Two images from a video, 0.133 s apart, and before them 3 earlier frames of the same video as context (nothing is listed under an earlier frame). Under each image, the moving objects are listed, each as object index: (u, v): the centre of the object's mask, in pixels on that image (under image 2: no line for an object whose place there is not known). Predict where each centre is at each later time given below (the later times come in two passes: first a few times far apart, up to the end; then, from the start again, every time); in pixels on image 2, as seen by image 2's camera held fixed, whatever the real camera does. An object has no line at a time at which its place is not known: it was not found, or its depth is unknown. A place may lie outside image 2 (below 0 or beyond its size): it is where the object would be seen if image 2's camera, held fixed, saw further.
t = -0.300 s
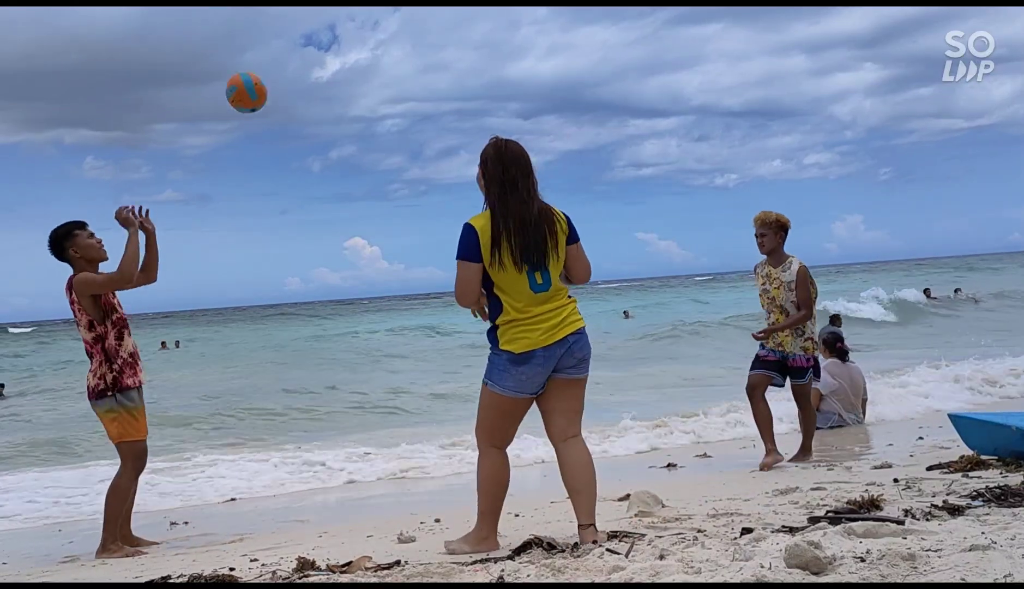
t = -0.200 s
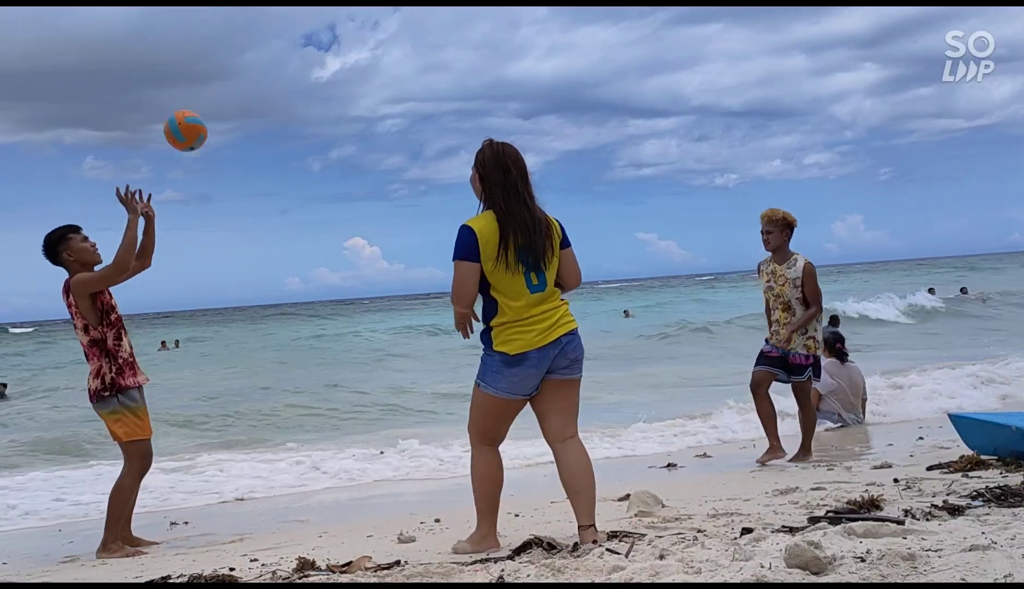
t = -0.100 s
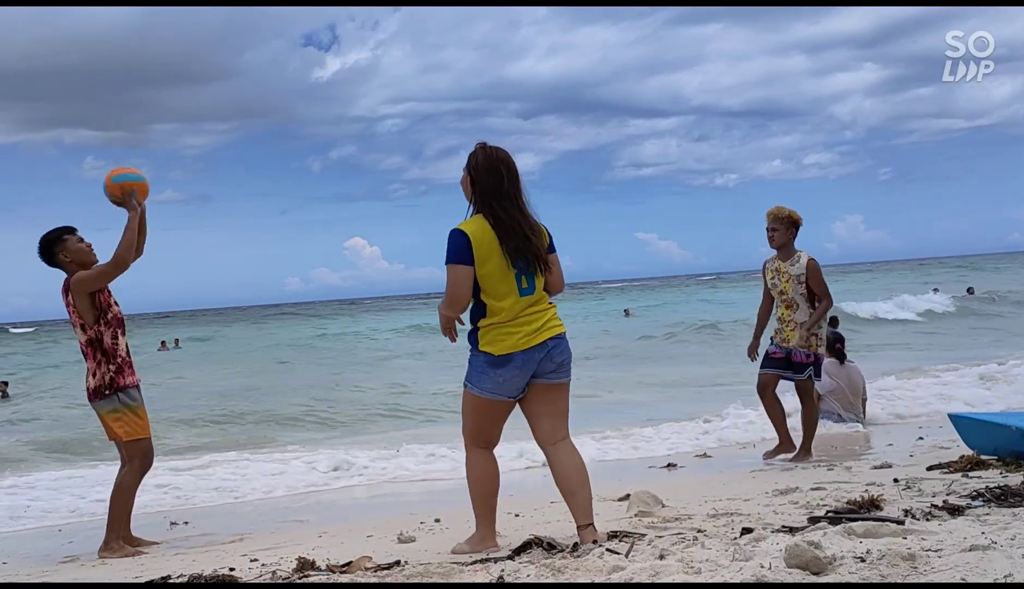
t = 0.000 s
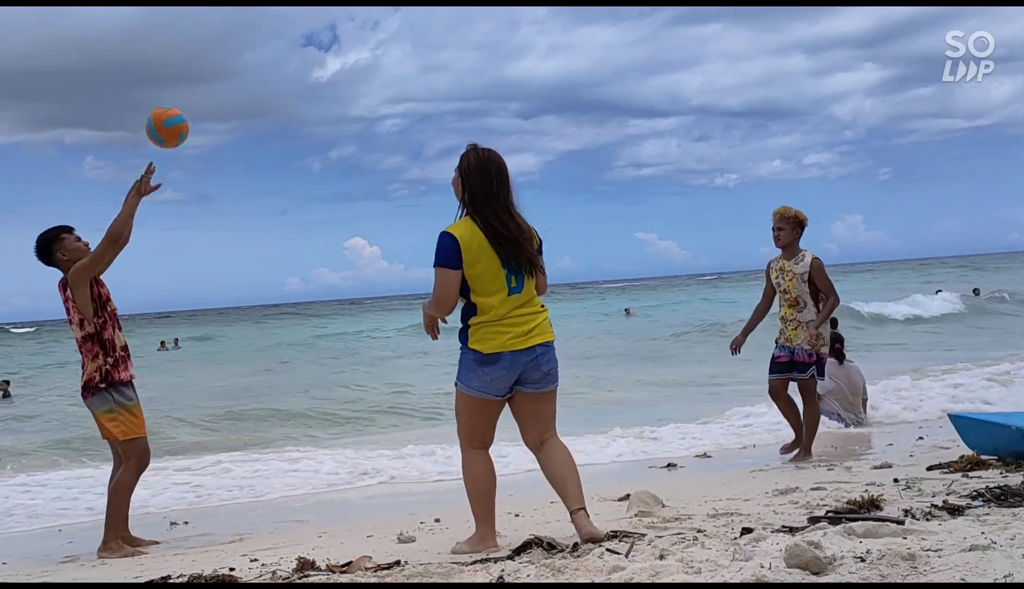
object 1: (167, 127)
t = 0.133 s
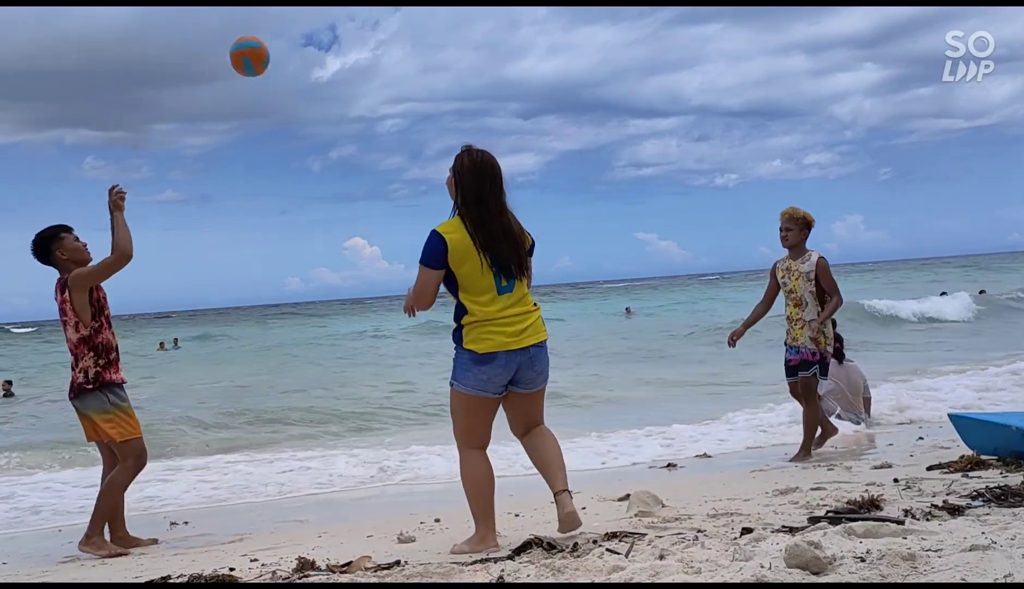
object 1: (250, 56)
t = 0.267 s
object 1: (329, 25)
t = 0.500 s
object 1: (459, 45)
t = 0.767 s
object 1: (599, 166)
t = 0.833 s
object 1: (634, 211)
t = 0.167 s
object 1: (270, 45)
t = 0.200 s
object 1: (289, 36)
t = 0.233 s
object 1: (309, 29)
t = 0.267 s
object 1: (329, 25)
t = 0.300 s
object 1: (348, 23)
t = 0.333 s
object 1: (367, 22)
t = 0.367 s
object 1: (386, 23)
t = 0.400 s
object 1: (405, 25)
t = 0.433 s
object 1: (423, 30)
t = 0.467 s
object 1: (441, 37)
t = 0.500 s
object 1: (459, 45)
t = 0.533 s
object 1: (477, 55)
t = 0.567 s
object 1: (495, 66)
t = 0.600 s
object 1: (512, 79)
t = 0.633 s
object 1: (530, 94)
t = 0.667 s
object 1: (547, 110)
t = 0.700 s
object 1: (565, 127)
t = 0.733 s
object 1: (582, 146)
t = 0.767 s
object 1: (599, 166)
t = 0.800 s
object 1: (616, 188)
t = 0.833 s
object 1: (634, 211)
